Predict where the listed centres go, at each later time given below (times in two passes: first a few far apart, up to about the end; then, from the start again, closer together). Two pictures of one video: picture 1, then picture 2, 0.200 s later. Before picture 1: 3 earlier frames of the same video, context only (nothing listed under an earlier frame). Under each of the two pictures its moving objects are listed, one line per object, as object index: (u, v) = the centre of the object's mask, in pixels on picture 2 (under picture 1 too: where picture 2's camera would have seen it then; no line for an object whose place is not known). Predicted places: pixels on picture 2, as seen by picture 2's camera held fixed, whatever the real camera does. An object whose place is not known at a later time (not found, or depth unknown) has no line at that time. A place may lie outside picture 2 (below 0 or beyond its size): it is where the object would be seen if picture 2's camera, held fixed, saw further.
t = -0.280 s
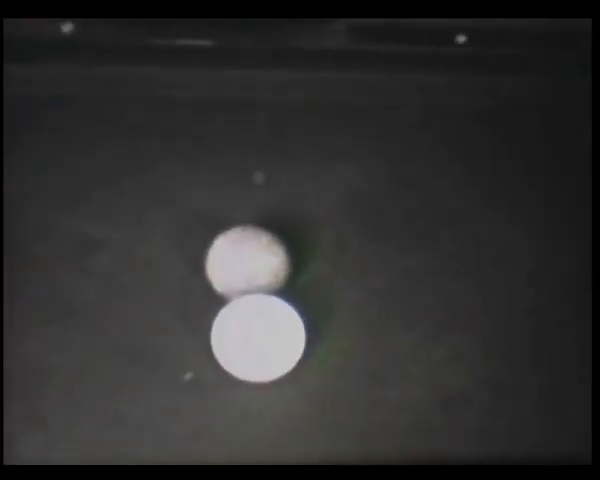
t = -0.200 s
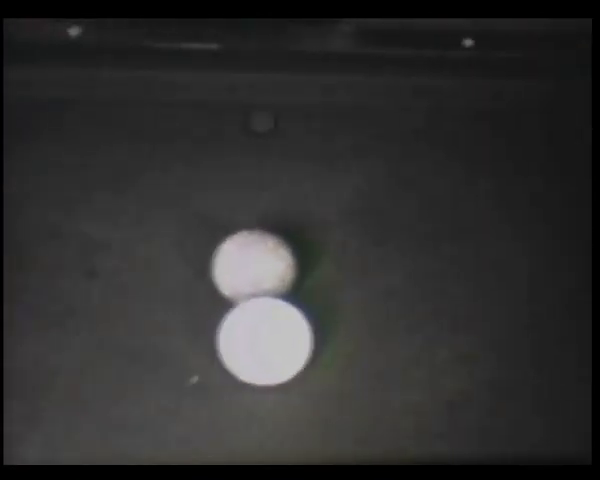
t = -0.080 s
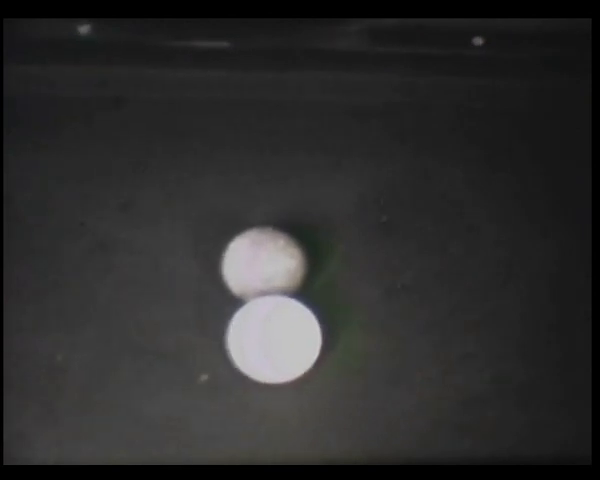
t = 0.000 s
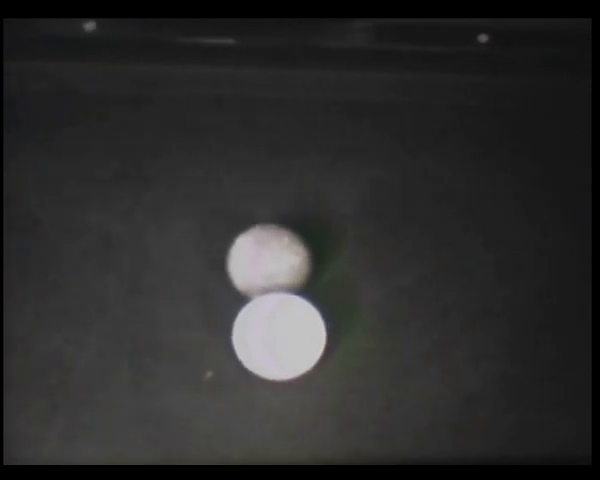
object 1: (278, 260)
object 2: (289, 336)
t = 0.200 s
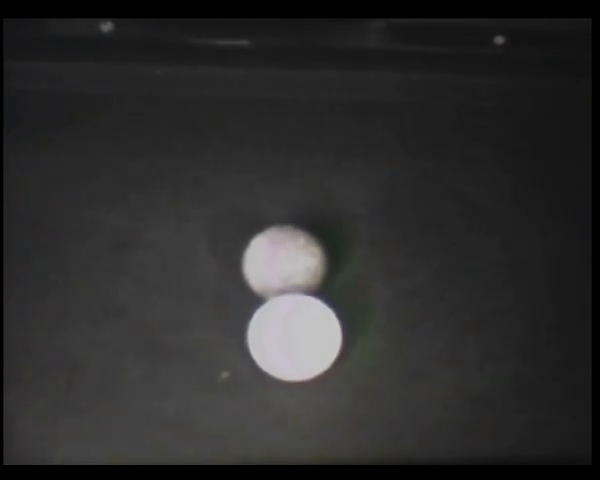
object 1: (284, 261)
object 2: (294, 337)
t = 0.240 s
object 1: (285, 261)
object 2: (295, 338)
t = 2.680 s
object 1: (286, 262)
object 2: (297, 338)
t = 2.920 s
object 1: (285, 261)
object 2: (295, 337)
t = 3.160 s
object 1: (285, 261)
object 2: (295, 337)
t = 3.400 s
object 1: (284, 264)
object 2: (294, 335)
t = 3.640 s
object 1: (283, 268)
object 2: (292, 335)
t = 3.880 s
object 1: (285, 273)
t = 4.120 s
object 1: (287, 276)
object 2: (291, 336)
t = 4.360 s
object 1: (294, 277)
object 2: (292, 335)
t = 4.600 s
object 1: (294, 277)
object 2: (290, 335)
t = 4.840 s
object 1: (297, 278)
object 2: (291, 335)
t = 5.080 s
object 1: (298, 279)
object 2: (292, 336)
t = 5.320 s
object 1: (297, 280)
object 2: (291, 336)
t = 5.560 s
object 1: (297, 279)
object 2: (291, 336)
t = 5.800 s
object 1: (297, 279)
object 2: (292, 336)
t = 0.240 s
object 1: (285, 261)
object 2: (295, 338)
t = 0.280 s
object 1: (285, 262)
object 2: (296, 338)
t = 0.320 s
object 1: (287, 261)
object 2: (297, 337)
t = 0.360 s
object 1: (288, 261)
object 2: (298, 337)
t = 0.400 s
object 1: (290, 261)
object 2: (299, 338)
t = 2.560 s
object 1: (287, 261)
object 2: (298, 337)
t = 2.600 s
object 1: (287, 261)
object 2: (298, 338)
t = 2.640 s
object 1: (286, 261)
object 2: (296, 338)
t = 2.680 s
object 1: (286, 262)
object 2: (297, 338)
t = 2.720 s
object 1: (287, 261)
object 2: (297, 337)
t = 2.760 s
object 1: (287, 262)
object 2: (297, 338)
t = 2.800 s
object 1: (286, 263)
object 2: (296, 338)
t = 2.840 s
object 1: (286, 261)
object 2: (296, 337)
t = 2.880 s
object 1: (286, 261)
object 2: (296, 337)
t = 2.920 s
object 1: (285, 261)
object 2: (295, 337)
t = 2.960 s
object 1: (285, 262)
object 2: (295, 337)
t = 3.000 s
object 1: (285, 261)
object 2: (295, 337)
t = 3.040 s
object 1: (285, 261)
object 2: (295, 336)
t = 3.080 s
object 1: (285, 261)
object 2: (295, 336)
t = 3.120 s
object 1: (285, 264)
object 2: (295, 339)
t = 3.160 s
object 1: (285, 261)
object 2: (295, 337)
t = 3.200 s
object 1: (285, 260)
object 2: (295, 335)
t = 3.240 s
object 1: (284, 262)
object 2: (295, 337)
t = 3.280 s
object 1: (284, 263)
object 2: (294, 337)
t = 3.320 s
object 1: (284, 264)
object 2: (294, 337)
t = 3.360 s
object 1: (284, 264)
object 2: (294, 336)
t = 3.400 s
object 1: (284, 264)
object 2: (294, 335)
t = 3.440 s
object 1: (286, 264)
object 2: (296, 335)
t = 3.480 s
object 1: (284, 264)
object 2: (293, 334)
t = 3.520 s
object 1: (282, 263)
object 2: (291, 332)
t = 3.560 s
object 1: (283, 265)
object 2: (292, 333)
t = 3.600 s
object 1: (283, 267)
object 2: (292, 334)
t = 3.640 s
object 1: (283, 268)
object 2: (292, 335)
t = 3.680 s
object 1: (285, 269)
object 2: (293, 335)
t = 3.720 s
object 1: (285, 269)
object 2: (293, 334)
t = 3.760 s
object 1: (285, 270)
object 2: (292, 334)
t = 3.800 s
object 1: (285, 271)
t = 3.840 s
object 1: (285, 273)
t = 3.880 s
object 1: (285, 273)
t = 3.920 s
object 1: (284, 274)
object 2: (290, 336)
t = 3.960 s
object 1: (286, 275)
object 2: (291, 337)
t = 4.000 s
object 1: (287, 275)
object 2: (292, 337)
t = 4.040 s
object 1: (288, 275)
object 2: (292, 335)
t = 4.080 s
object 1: (289, 275)
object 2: (293, 335)
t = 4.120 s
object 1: (287, 276)
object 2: (291, 336)
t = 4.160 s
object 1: (288, 276)
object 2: (291, 335)
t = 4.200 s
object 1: (289, 275)
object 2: (291, 335)
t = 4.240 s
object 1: (290, 276)
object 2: (291, 335)
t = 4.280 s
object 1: (291, 277)
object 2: (291, 336)
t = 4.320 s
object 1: (292, 277)
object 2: (291, 337)
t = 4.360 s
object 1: (294, 277)
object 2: (292, 335)
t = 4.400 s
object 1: (293, 277)
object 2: (292, 336)
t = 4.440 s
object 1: (293, 278)
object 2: (291, 336)
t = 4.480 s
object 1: (293, 279)
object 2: (290, 337)
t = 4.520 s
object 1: (294, 278)
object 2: (291, 335)
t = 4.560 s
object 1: (294, 278)
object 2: (291, 335)
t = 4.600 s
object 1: (294, 277)
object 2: (290, 335)
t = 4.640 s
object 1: (294, 278)
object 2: (290, 335)
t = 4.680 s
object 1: (296, 278)
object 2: (291, 335)
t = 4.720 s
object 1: (297, 279)
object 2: (292, 335)
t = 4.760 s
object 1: (298, 279)
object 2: (292, 336)
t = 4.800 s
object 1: (298, 279)
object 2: (292, 336)
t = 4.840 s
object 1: (297, 278)
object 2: (291, 335)
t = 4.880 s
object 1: (297, 278)
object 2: (291, 334)
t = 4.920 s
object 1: (297, 277)
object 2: (291, 333)
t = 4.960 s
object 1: (298, 278)
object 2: (292, 335)
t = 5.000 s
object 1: (298, 278)
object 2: (292, 335)
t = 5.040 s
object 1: (298, 277)
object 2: (292, 334)
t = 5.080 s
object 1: (298, 279)
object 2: (292, 336)
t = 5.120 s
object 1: (298, 280)
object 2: (292, 336)
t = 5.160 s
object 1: (297, 280)
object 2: (292, 337)
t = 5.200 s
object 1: (297, 278)
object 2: (291, 335)
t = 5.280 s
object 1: (297, 279)
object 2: (291, 336)
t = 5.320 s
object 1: (297, 280)
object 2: (291, 336)
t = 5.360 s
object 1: (298, 280)
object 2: (292, 337)
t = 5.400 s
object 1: (299, 280)
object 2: (293, 337)
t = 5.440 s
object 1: (299, 280)
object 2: (292, 337)
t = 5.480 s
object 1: (298, 280)
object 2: (292, 337)
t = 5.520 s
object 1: (297, 280)
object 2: (291, 336)
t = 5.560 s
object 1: (297, 279)
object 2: (291, 336)
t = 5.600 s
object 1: (297, 279)
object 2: (291, 336)
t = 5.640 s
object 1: (297, 281)
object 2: (291, 337)
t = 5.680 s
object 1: (298, 280)
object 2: (292, 337)
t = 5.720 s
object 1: (298, 279)
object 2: (292, 336)
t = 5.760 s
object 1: (297, 280)
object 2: (291, 337)
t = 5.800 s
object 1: (297, 279)
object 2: (292, 336)
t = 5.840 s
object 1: (297, 279)
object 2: (291, 336)
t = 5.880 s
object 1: (297, 278)
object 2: (291, 335)
